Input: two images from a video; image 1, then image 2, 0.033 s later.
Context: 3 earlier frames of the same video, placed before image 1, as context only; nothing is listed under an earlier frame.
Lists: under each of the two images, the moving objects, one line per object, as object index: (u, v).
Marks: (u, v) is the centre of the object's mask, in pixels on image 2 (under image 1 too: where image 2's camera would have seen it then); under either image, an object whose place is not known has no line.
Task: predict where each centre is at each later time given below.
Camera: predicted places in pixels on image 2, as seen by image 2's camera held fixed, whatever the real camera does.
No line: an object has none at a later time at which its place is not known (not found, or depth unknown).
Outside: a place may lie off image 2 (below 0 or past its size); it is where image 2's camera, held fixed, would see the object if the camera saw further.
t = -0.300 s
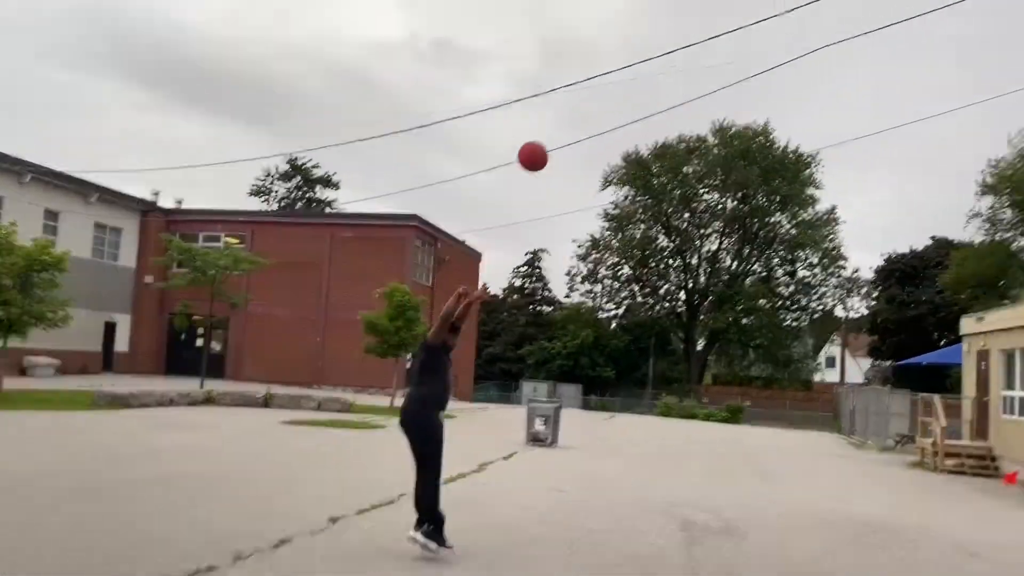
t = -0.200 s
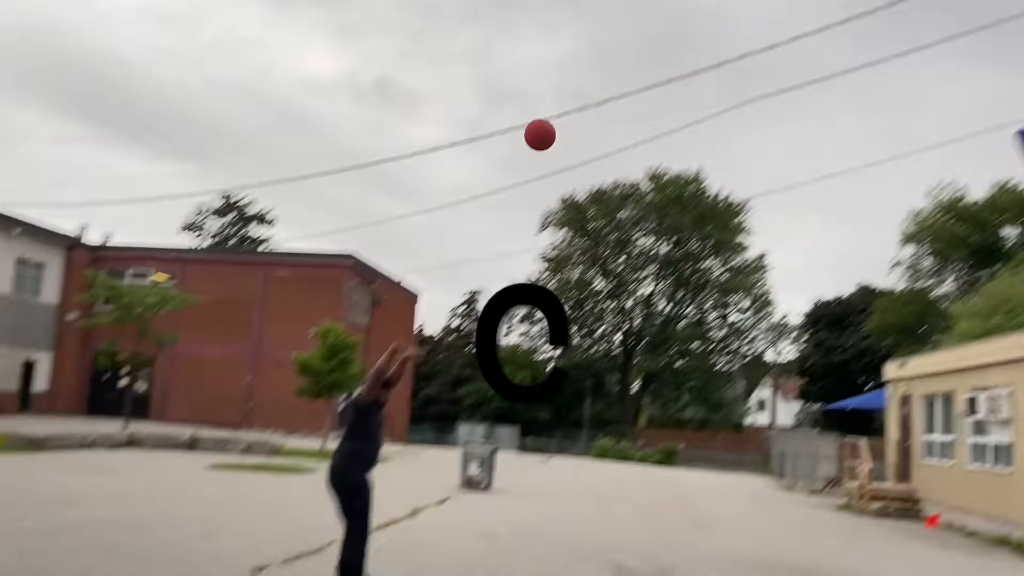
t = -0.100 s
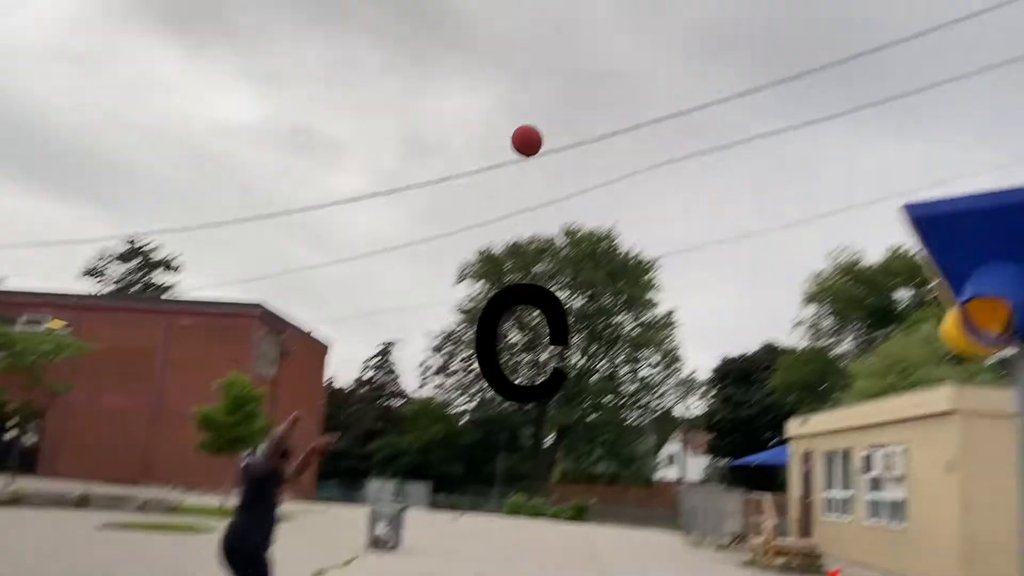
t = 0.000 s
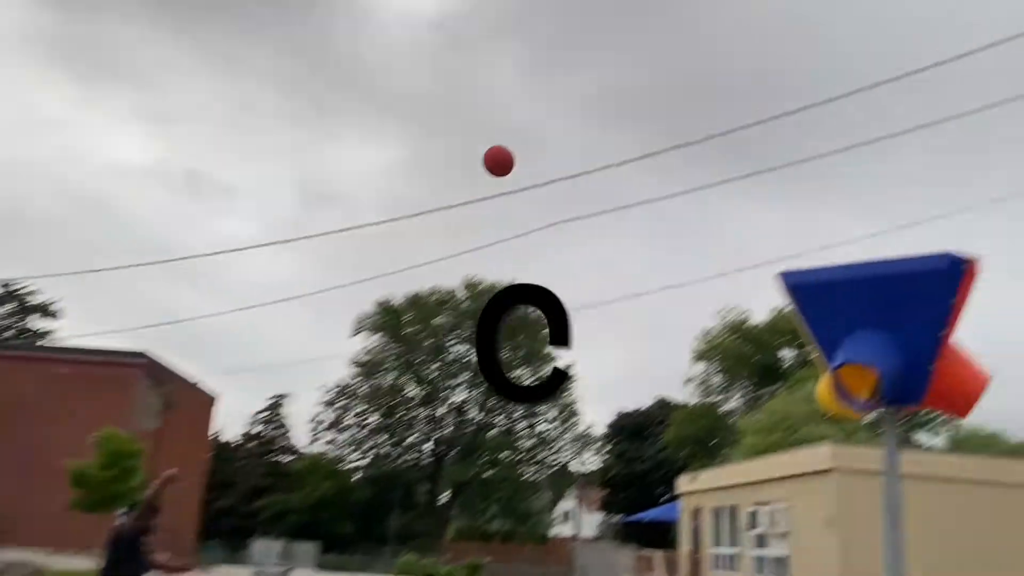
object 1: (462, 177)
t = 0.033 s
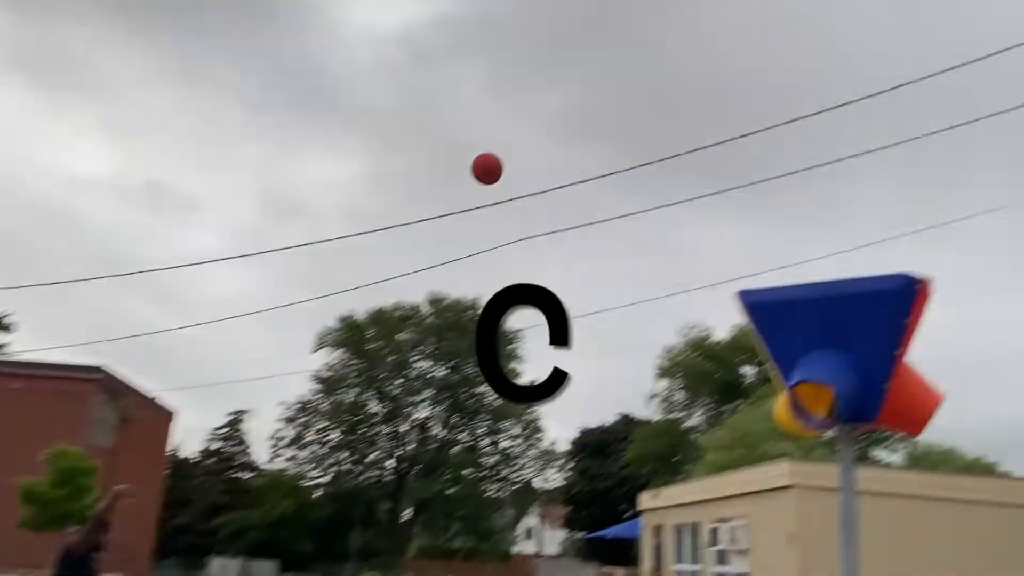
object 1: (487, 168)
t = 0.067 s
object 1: (512, 161)
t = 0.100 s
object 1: (538, 155)
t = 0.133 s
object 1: (562, 150)
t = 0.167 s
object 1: (586, 146)
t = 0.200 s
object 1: (611, 143)
